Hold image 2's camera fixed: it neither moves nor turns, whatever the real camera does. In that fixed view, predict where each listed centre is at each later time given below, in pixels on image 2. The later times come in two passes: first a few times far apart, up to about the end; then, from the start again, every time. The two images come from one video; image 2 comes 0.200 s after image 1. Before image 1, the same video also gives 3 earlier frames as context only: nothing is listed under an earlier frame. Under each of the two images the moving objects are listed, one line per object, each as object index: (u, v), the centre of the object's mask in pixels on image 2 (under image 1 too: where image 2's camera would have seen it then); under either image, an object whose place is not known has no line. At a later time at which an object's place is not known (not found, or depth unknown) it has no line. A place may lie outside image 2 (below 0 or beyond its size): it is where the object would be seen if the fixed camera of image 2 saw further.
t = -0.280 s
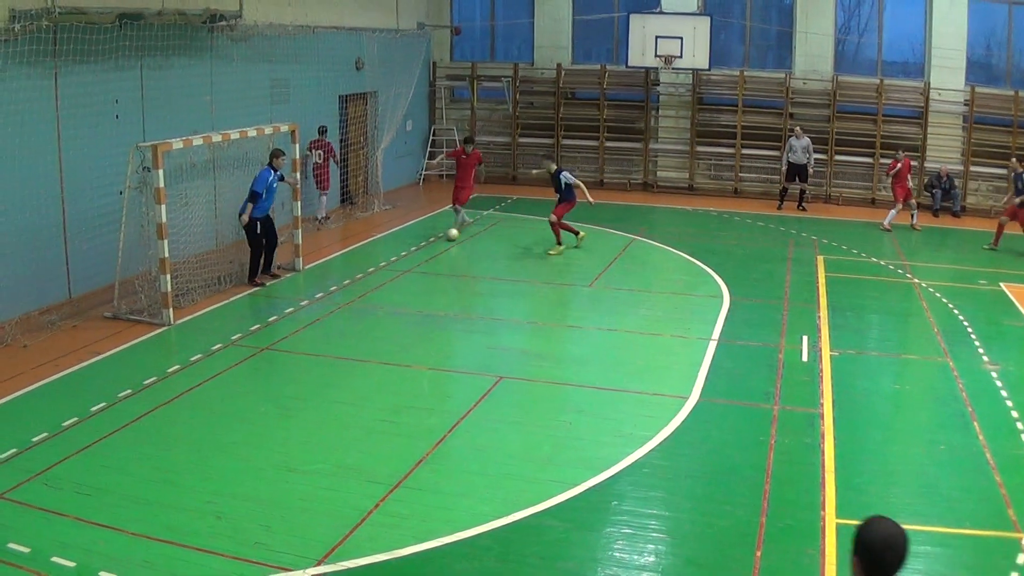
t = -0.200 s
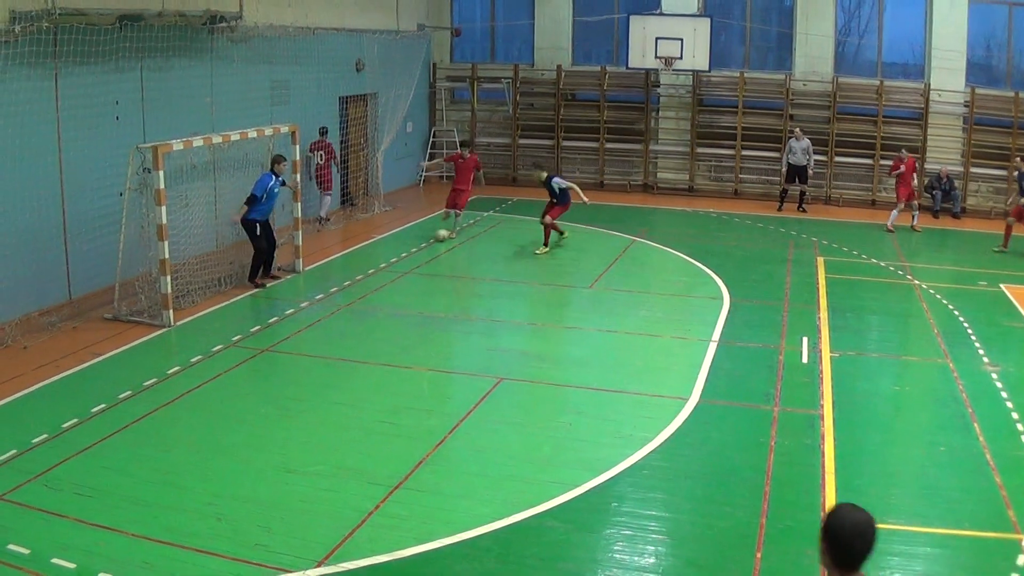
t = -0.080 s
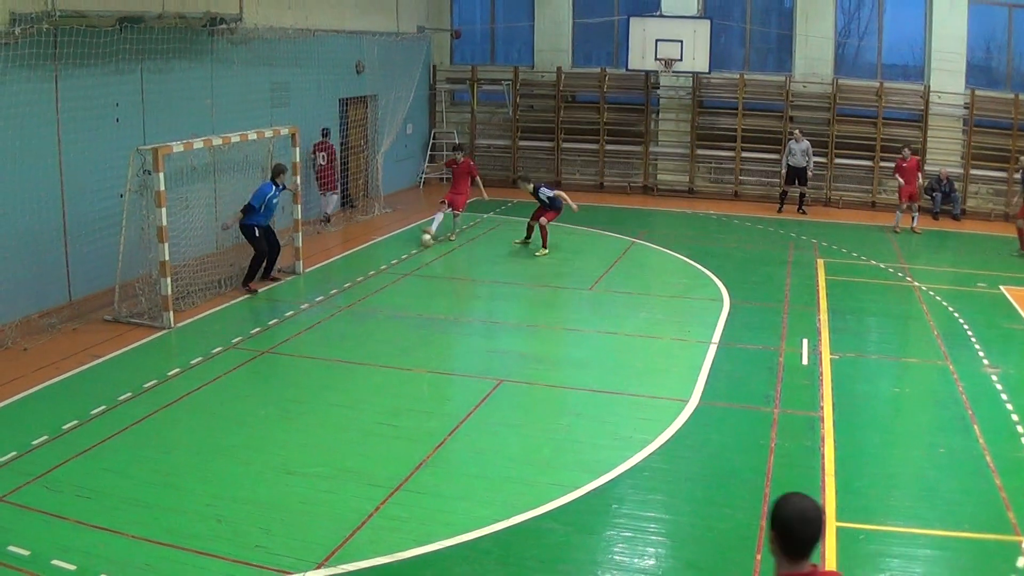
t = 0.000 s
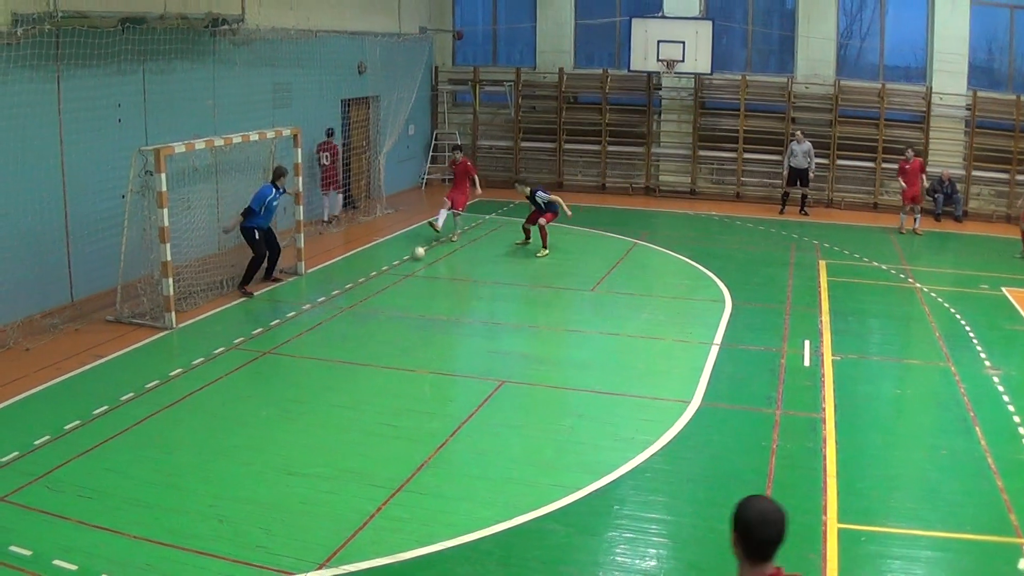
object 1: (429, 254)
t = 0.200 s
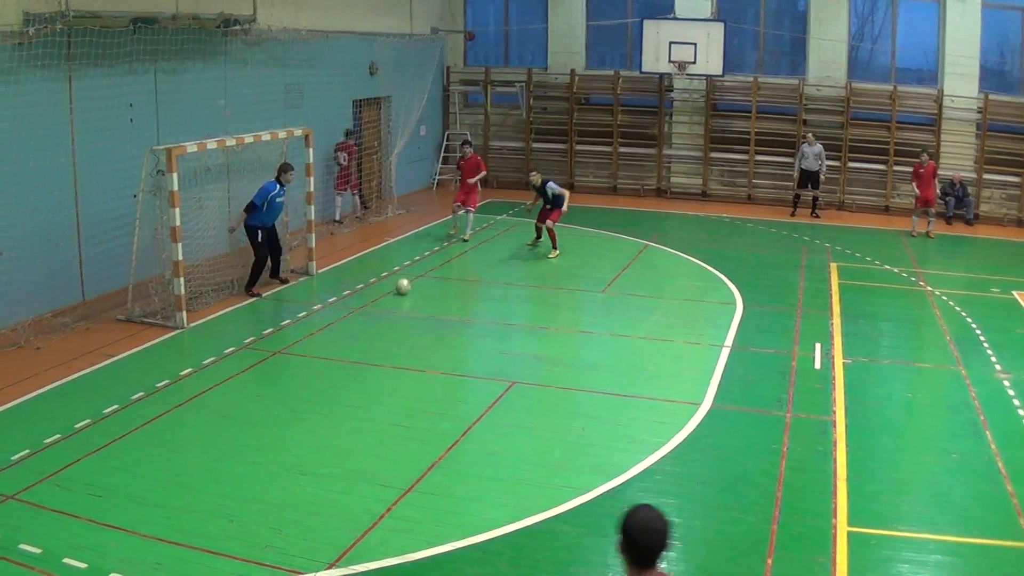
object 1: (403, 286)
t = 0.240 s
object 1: (397, 294)
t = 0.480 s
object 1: (361, 342)
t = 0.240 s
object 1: (397, 294)
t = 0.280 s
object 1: (392, 301)
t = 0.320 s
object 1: (386, 308)
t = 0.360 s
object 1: (379, 317)
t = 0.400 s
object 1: (373, 325)
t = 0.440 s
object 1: (367, 332)
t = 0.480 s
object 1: (361, 342)
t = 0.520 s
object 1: (354, 350)
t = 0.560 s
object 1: (348, 358)
